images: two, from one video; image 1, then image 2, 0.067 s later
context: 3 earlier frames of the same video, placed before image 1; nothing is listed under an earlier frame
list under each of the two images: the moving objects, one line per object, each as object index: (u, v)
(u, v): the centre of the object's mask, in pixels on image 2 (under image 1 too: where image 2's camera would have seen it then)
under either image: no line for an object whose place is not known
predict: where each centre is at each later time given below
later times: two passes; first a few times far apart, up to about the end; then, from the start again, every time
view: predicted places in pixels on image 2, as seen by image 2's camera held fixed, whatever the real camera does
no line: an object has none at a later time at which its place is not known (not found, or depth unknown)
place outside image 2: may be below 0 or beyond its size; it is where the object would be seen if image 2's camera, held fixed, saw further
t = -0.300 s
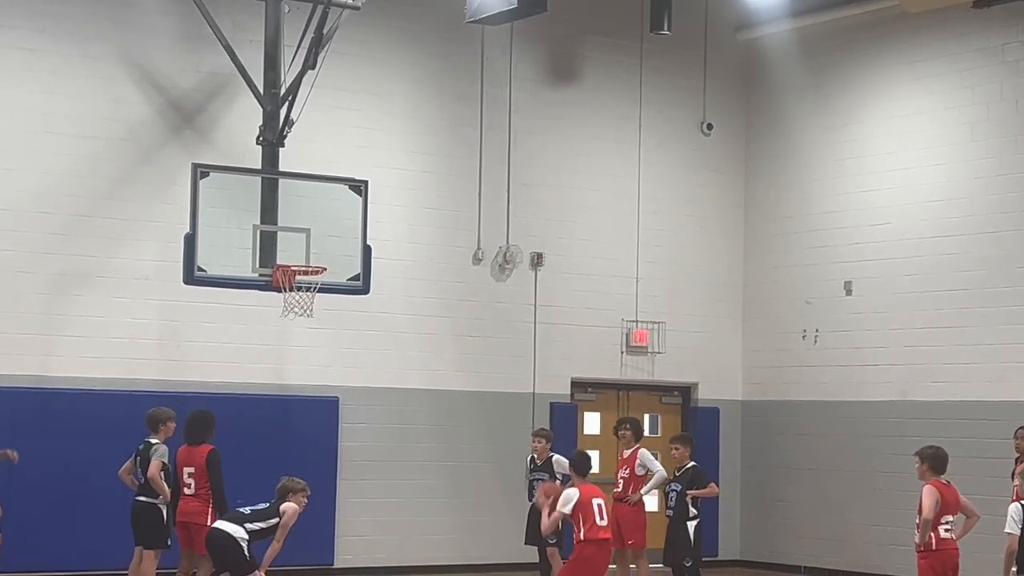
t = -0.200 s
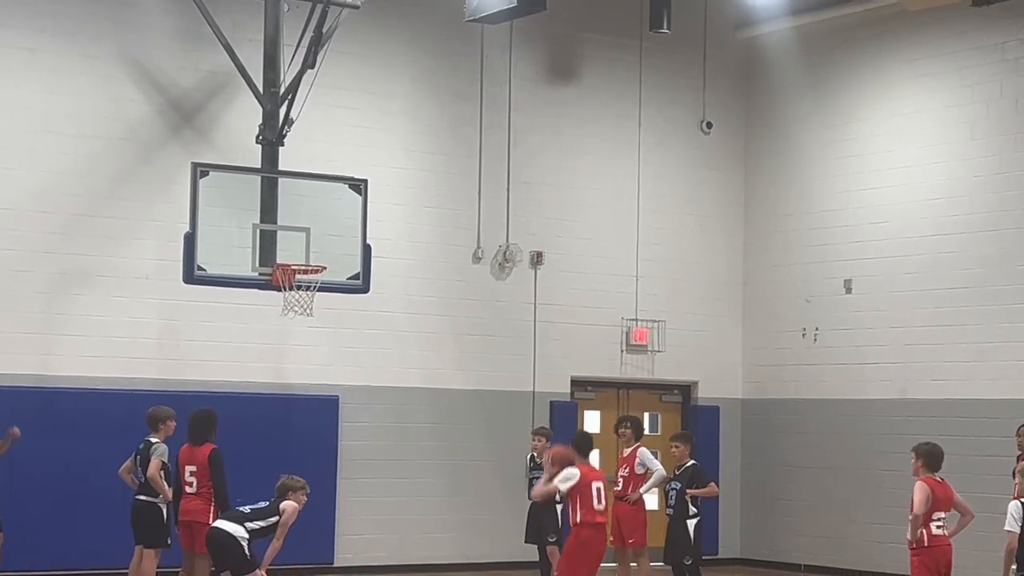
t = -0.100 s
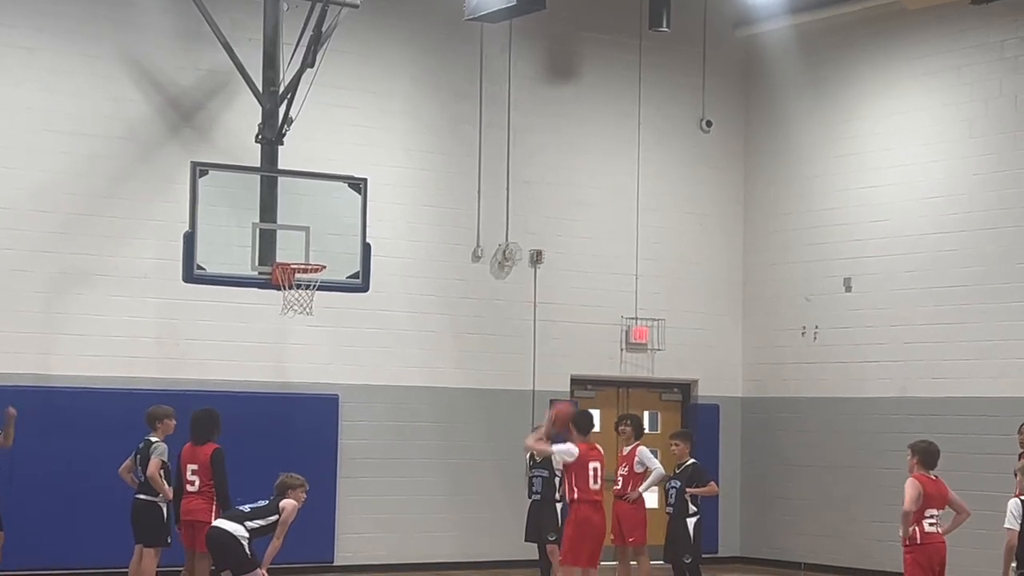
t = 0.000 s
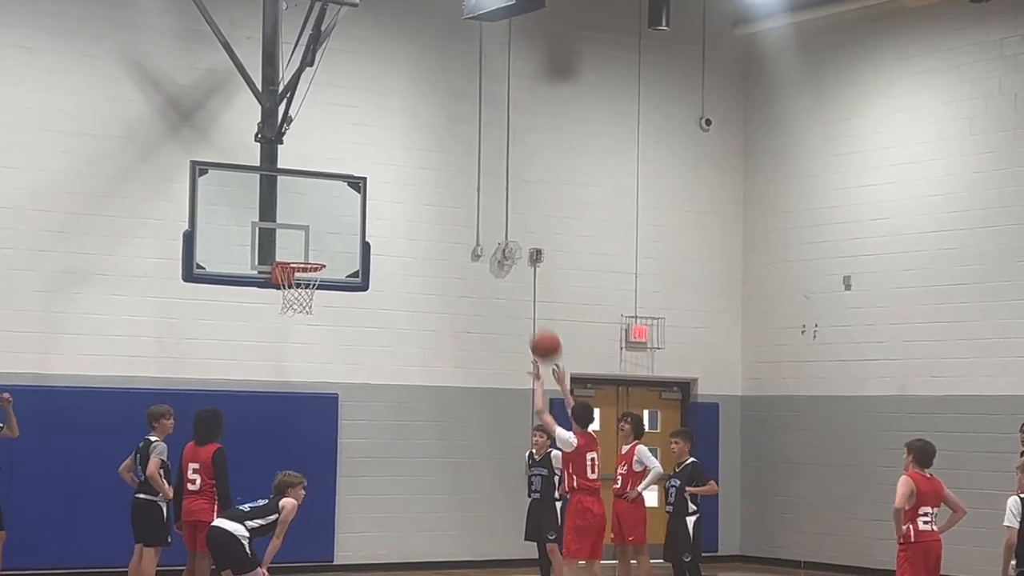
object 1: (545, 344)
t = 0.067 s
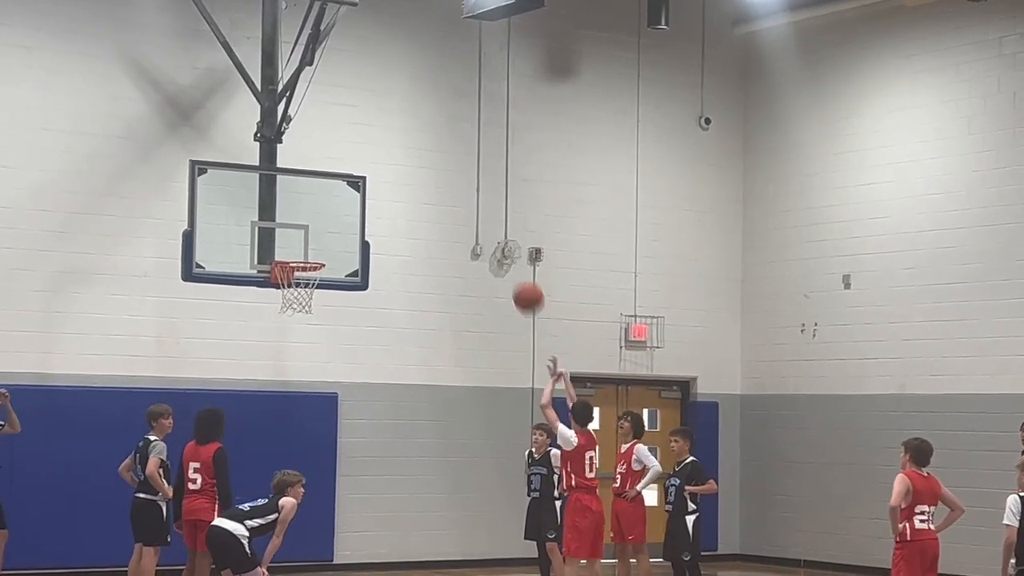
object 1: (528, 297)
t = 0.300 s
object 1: (471, 181)
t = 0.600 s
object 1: (403, 137)
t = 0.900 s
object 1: (342, 193)
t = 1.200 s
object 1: (301, 235)
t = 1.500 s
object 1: (297, 253)
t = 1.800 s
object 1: (309, 309)
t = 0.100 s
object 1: (520, 276)
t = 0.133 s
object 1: (512, 255)
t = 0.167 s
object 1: (503, 237)
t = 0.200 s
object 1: (495, 221)
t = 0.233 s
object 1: (487, 206)
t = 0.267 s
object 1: (479, 193)
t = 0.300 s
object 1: (471, 181)
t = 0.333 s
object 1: (463, 171)
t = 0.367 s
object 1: (455, 162)
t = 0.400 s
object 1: (448, 155)
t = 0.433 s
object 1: (440, 148)
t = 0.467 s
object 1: (433, 144)
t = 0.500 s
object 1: (425, 140)
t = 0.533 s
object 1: (418, 138)
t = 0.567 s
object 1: (411, 137)
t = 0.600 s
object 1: (403, 137)
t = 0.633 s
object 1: (396, 139)
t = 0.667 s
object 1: (390, 141)
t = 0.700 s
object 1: (382, 146)
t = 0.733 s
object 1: (375, 150)
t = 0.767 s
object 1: (369, 157)
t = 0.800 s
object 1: (362, 164)
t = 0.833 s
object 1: (355, 172)
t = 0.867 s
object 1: (348, 182)
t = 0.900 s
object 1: (342, 193)
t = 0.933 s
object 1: (335, 205)
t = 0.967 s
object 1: (328, 218)
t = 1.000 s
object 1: (322, 231)
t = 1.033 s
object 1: (316, 246)
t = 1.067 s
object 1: (312, 248)
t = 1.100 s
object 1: (310, 243)
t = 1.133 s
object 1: (307, 238)
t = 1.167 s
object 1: (304, 236)
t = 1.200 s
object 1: (301, 235)
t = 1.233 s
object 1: (299, 235)
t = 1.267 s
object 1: (296, 235)
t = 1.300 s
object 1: (294, 237)
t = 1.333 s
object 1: (290, 240)
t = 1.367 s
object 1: (288, 244)
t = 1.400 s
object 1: (290, 245)
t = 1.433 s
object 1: (293, 248)
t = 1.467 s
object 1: (295, 250)
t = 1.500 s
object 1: (297, 253)
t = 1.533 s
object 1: (300, 255)
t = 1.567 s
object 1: (303, 258)
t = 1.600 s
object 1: (306, 278)
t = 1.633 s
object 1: (307, 284)
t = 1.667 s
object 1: (309, 291)
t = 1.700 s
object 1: (309, 295)
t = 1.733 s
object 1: (309, 298)
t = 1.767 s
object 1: (309, 300)
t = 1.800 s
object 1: (309, 309)
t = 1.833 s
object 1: (308, 313)
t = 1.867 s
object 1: (307, 319)
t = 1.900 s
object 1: (306, 327)
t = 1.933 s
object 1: (305, 336)
